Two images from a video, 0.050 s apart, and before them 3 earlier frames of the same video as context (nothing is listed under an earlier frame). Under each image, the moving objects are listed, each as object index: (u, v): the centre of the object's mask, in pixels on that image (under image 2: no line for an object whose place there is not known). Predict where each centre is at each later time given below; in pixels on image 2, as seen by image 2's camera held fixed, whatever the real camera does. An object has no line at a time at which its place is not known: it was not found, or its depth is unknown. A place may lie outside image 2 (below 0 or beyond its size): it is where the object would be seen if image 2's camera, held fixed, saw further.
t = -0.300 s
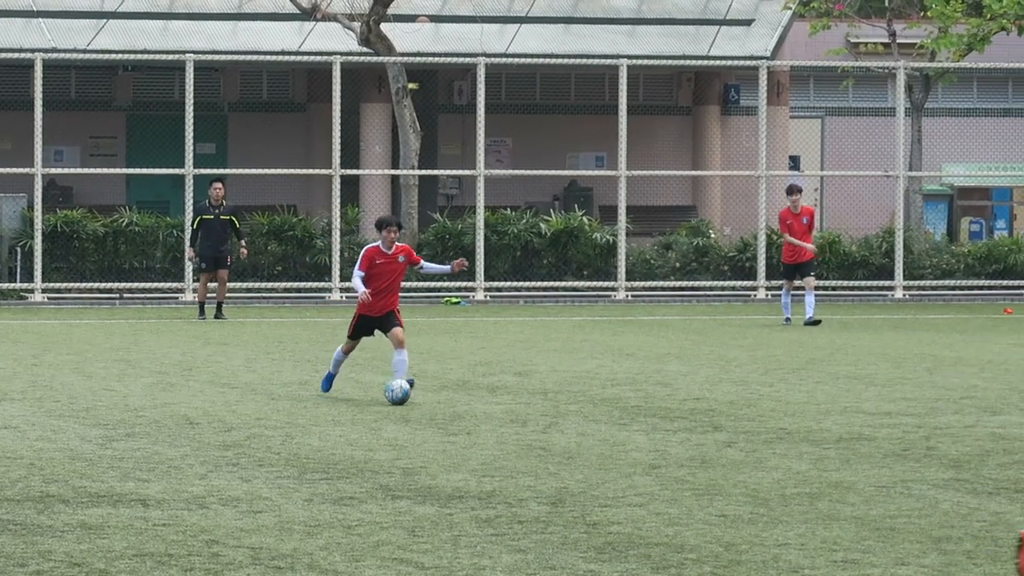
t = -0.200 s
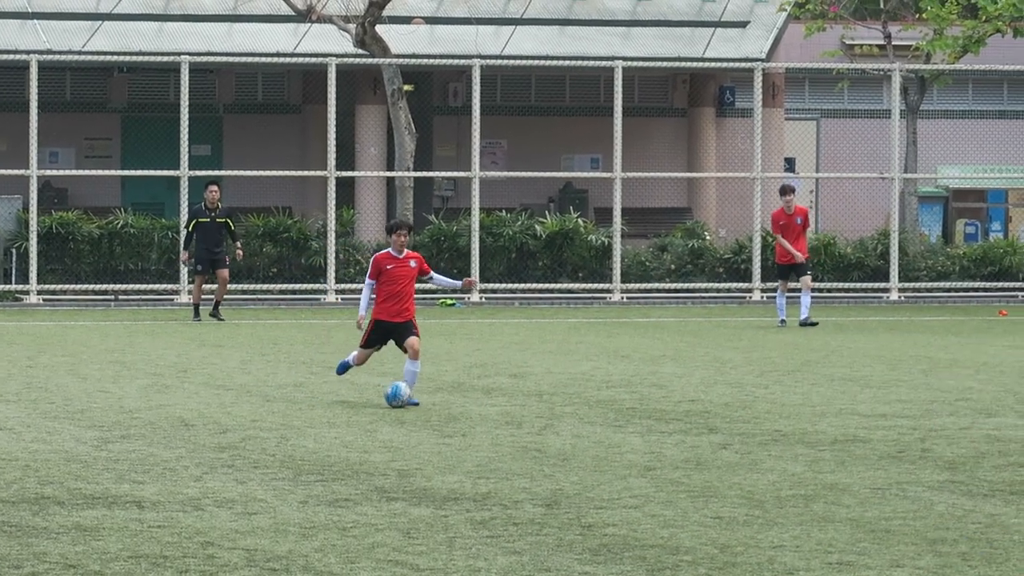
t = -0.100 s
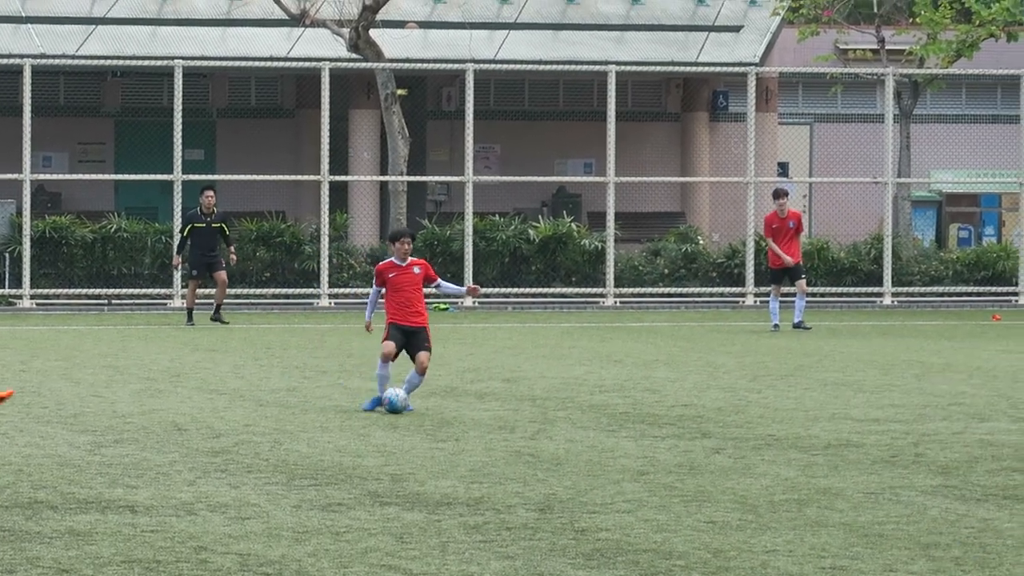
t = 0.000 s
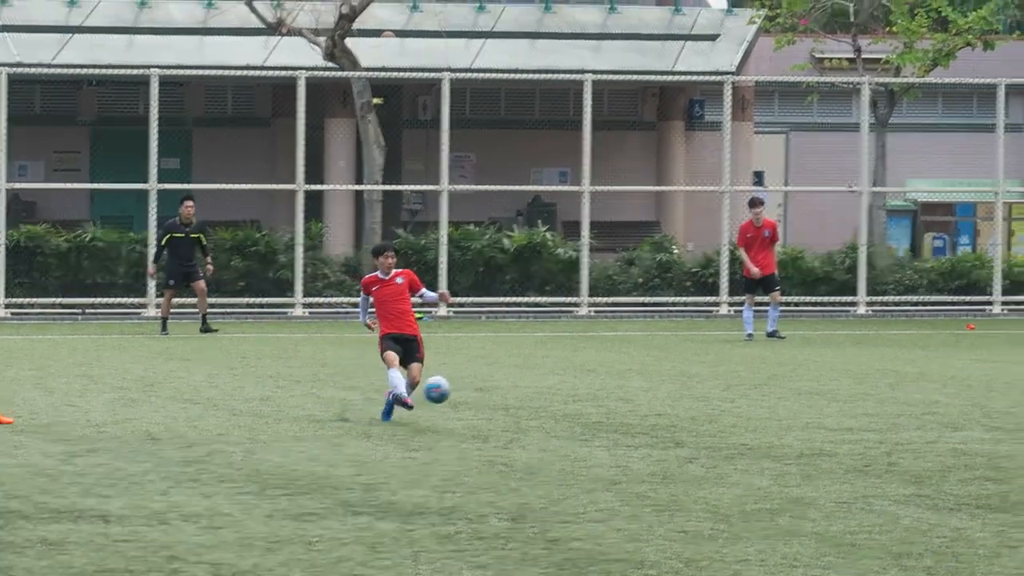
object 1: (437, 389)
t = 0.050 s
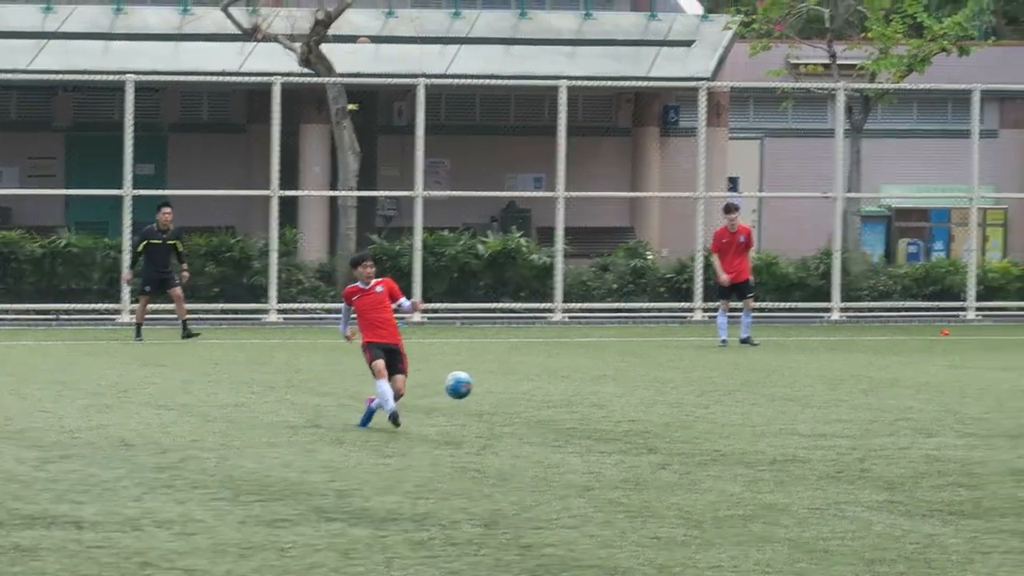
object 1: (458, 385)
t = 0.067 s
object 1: (474, 381)
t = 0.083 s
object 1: (491, 379)
